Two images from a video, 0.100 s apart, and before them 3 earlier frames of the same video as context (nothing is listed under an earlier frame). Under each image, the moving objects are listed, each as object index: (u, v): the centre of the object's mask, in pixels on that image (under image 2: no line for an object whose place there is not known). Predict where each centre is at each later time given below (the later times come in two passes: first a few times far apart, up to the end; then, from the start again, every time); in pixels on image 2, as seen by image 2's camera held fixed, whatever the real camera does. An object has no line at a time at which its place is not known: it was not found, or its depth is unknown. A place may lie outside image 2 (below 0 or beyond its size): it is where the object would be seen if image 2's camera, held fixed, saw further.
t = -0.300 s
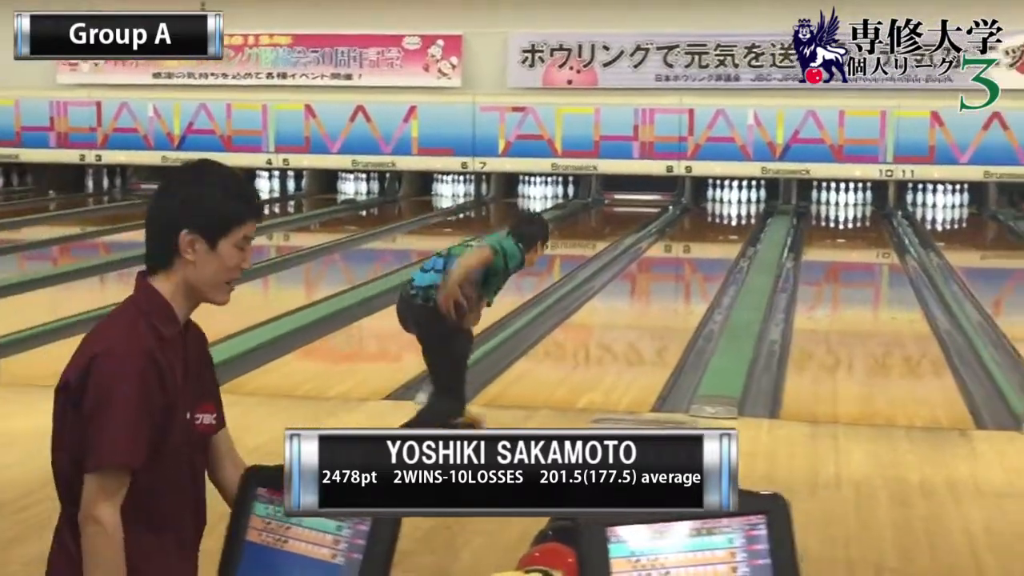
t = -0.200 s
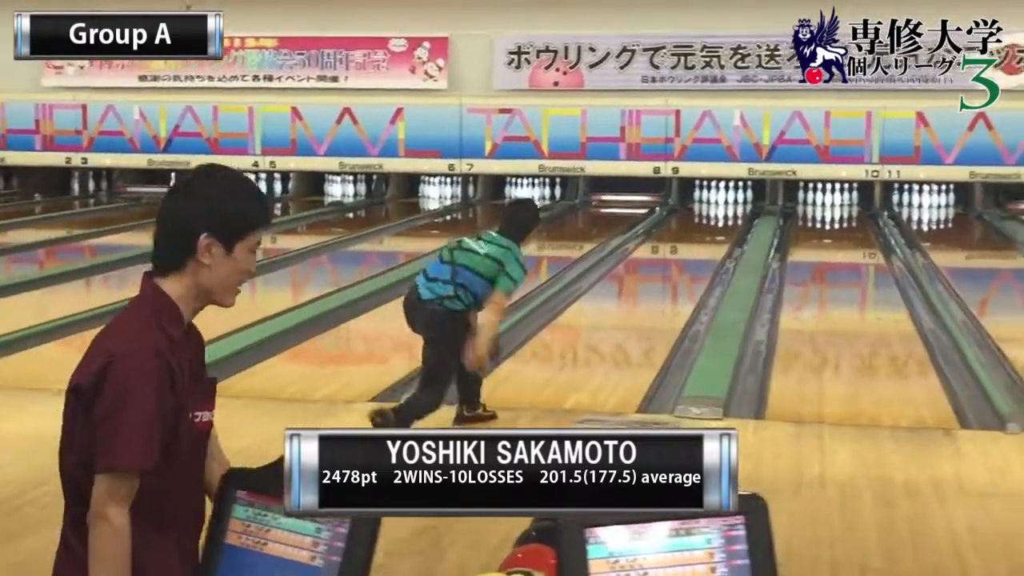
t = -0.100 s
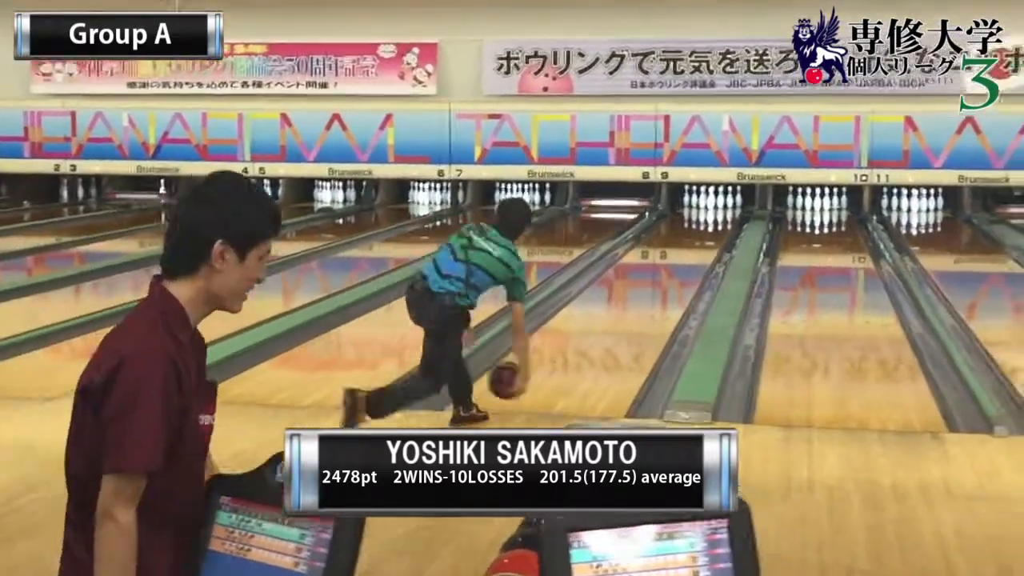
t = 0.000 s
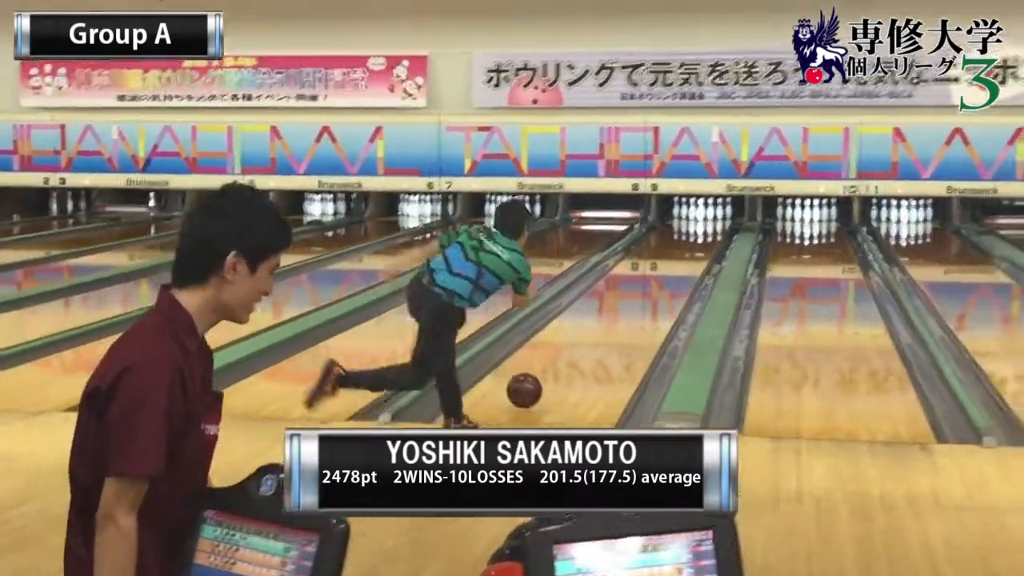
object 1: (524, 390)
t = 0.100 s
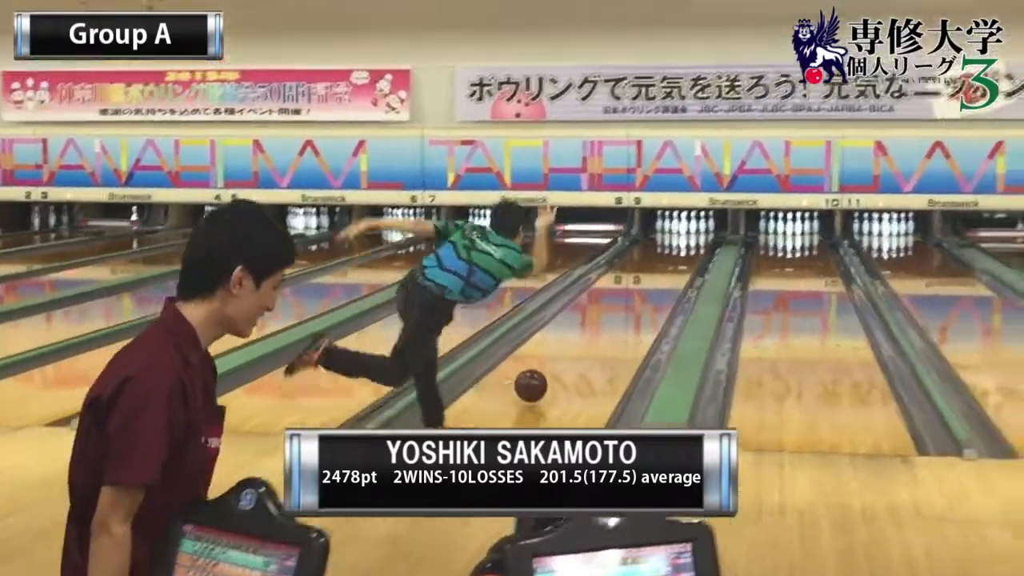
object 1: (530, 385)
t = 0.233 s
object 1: (558, 363)
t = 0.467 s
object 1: (595, 333)
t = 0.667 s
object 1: (618, 313)
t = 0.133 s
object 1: (538, 380)
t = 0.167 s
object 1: (545, 375)
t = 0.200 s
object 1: (552, 368)
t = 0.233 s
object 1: (558, 363)
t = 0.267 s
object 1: (564, 357)
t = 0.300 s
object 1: (570, 353)
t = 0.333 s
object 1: (575, 348)
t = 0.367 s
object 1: (580, 344)
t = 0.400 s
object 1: (585, 340)
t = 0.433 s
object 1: (590, 336)
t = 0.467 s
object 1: (595, 333)
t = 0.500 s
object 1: (600, 329)
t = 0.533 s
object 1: (603, 325)
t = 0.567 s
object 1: (607, 322)
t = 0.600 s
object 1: (611, 319)
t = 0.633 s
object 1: (614, 316)
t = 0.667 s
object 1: (618, 313)
